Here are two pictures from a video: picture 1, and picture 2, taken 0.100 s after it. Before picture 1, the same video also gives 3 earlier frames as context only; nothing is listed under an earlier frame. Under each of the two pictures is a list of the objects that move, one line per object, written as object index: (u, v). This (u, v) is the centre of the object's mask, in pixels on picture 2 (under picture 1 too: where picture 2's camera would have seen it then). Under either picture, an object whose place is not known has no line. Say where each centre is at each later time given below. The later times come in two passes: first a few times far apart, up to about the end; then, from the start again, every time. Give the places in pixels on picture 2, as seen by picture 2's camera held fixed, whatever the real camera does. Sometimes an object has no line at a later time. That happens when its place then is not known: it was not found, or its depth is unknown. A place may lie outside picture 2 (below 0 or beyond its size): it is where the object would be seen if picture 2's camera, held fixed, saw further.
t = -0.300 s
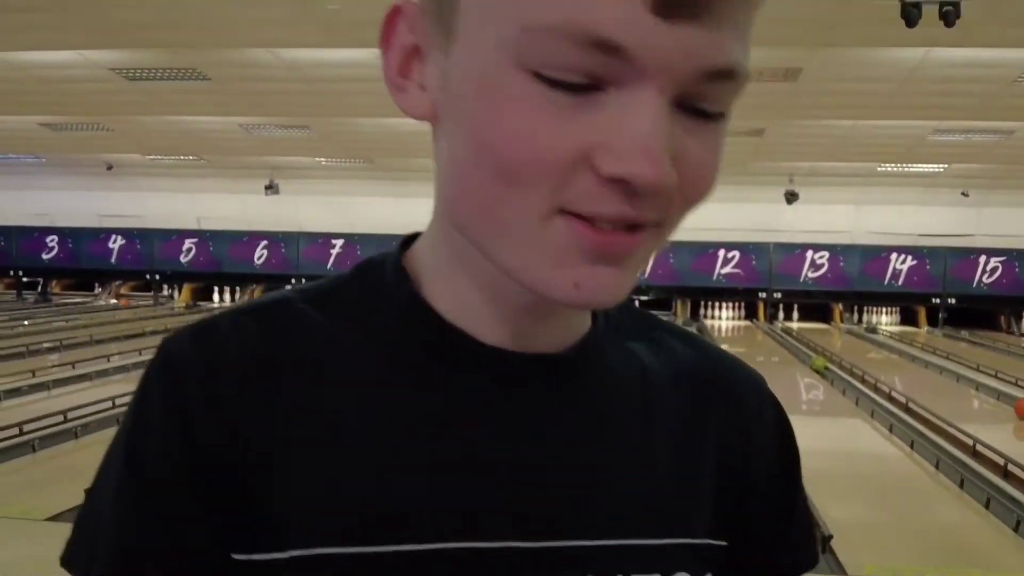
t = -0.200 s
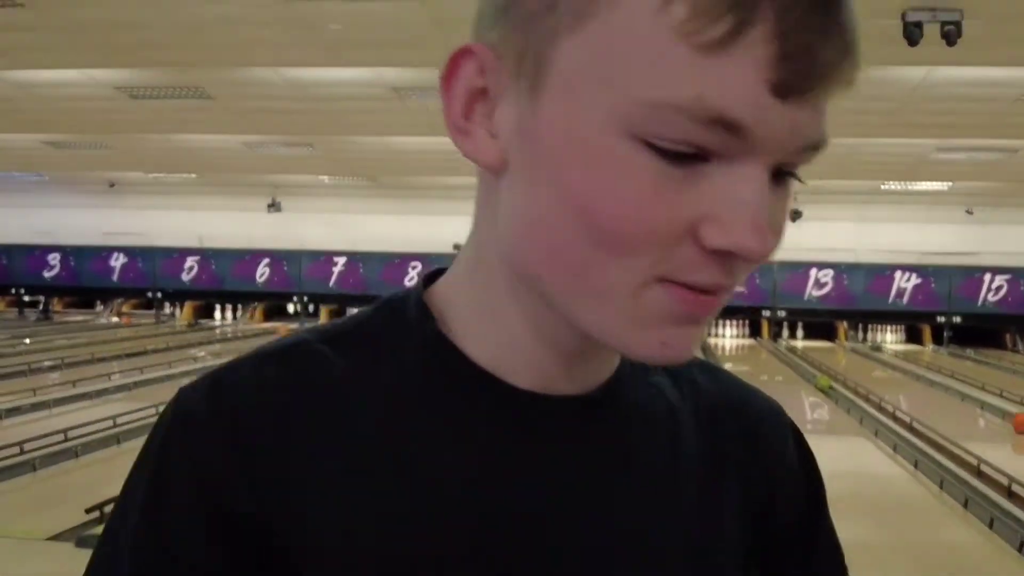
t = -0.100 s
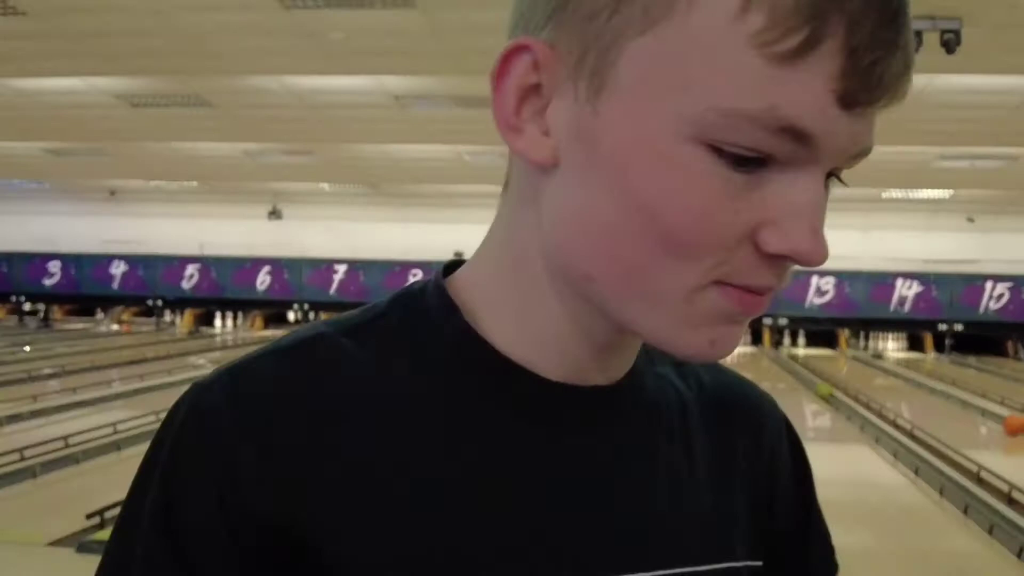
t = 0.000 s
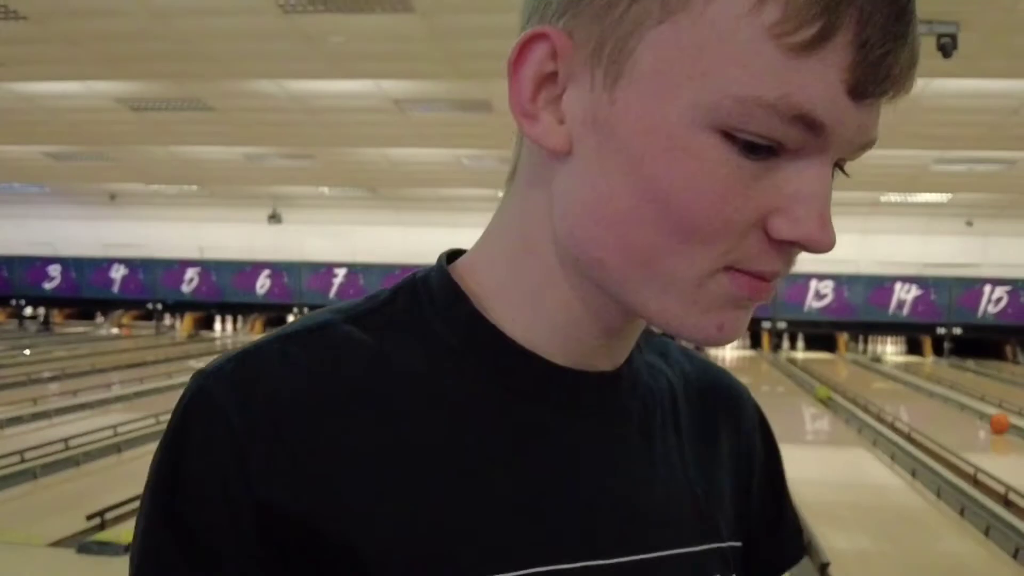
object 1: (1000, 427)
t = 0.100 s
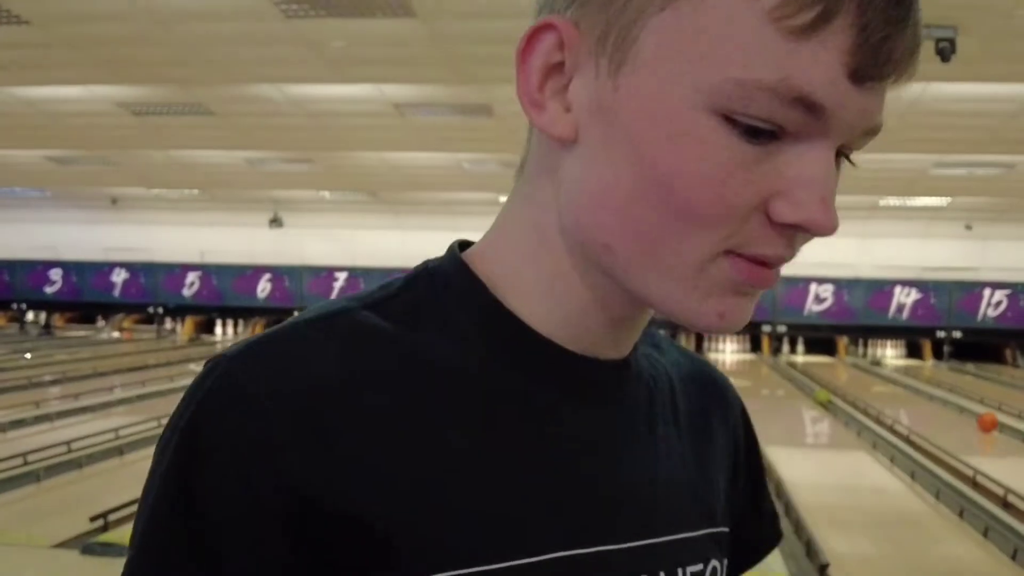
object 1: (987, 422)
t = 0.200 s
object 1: (977, 418)
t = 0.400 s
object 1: (960, 410)
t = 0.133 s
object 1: (984, 420)
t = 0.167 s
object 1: (980, 419)
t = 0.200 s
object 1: (977, 418)
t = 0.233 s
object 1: (974, 417)
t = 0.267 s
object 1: (971, 415)
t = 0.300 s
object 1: (968, 414)
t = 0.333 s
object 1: (965, 413)
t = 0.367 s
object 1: (962, 411)
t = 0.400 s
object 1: (960, 410)
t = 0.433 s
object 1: (957, 410)
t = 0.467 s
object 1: (954, 409)
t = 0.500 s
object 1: (950, 406)
